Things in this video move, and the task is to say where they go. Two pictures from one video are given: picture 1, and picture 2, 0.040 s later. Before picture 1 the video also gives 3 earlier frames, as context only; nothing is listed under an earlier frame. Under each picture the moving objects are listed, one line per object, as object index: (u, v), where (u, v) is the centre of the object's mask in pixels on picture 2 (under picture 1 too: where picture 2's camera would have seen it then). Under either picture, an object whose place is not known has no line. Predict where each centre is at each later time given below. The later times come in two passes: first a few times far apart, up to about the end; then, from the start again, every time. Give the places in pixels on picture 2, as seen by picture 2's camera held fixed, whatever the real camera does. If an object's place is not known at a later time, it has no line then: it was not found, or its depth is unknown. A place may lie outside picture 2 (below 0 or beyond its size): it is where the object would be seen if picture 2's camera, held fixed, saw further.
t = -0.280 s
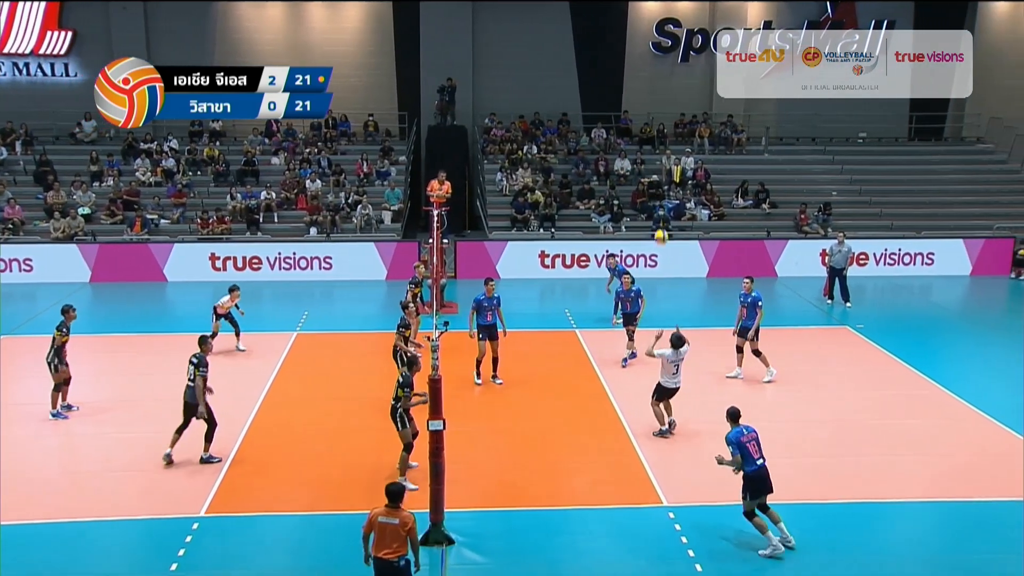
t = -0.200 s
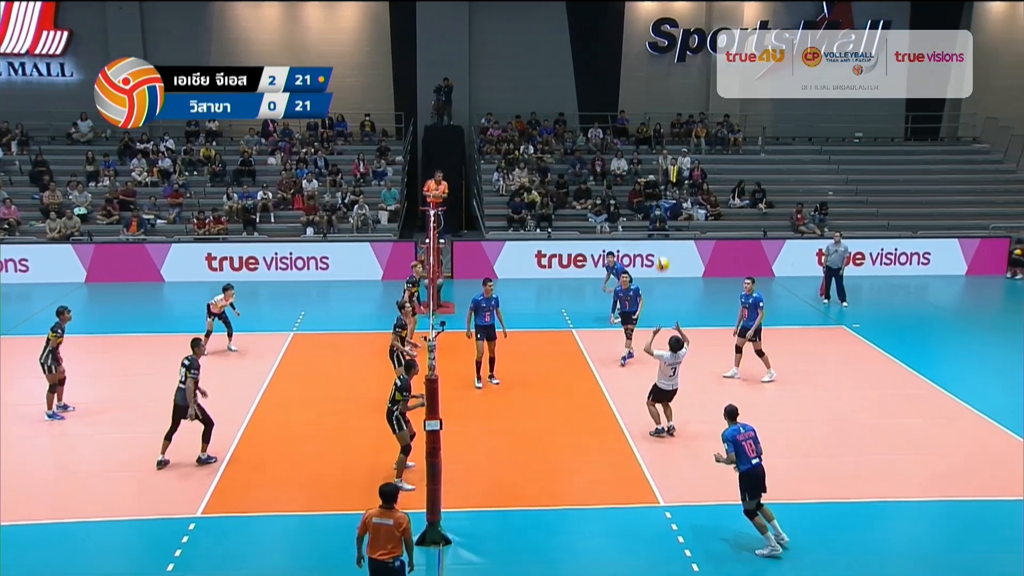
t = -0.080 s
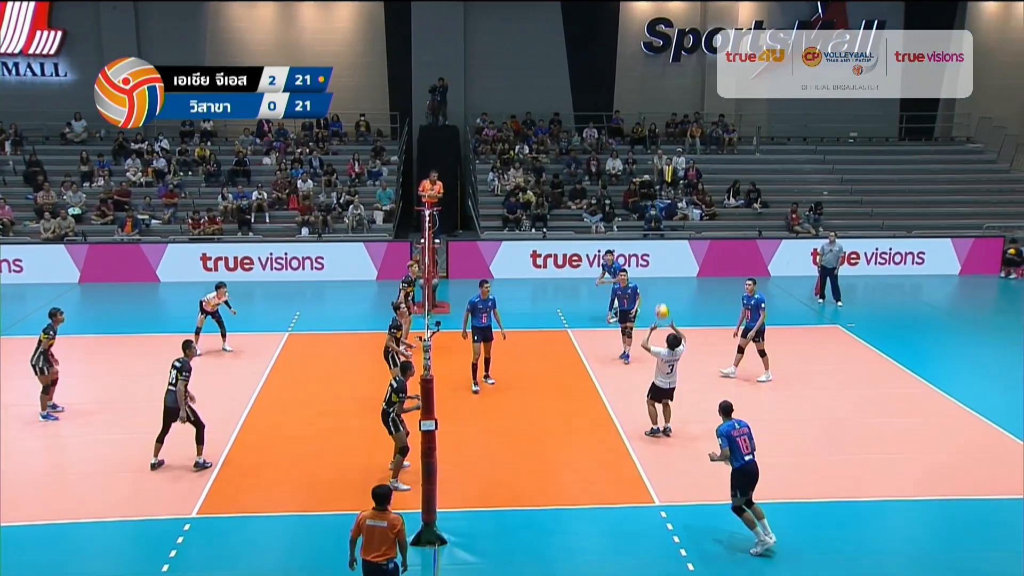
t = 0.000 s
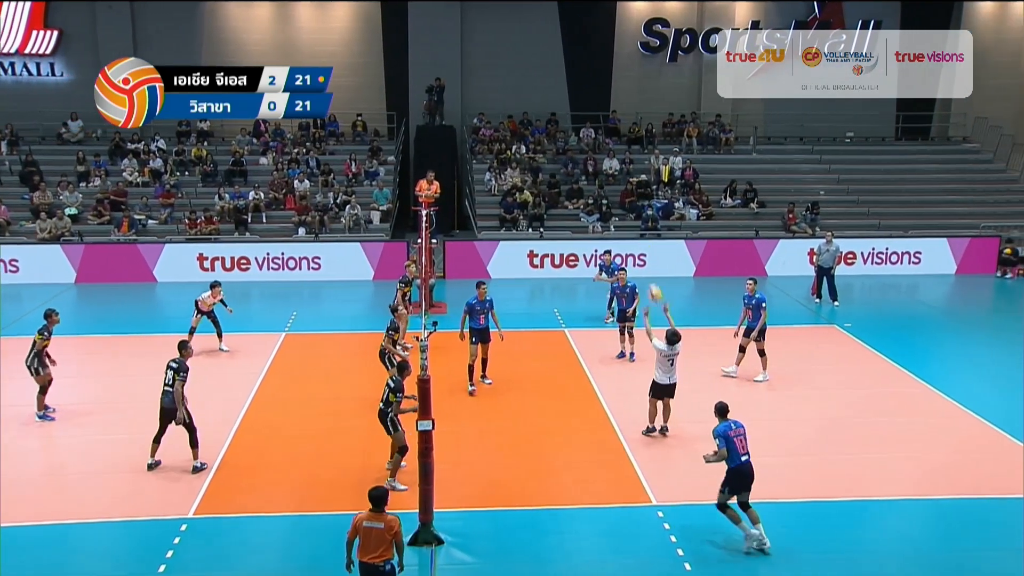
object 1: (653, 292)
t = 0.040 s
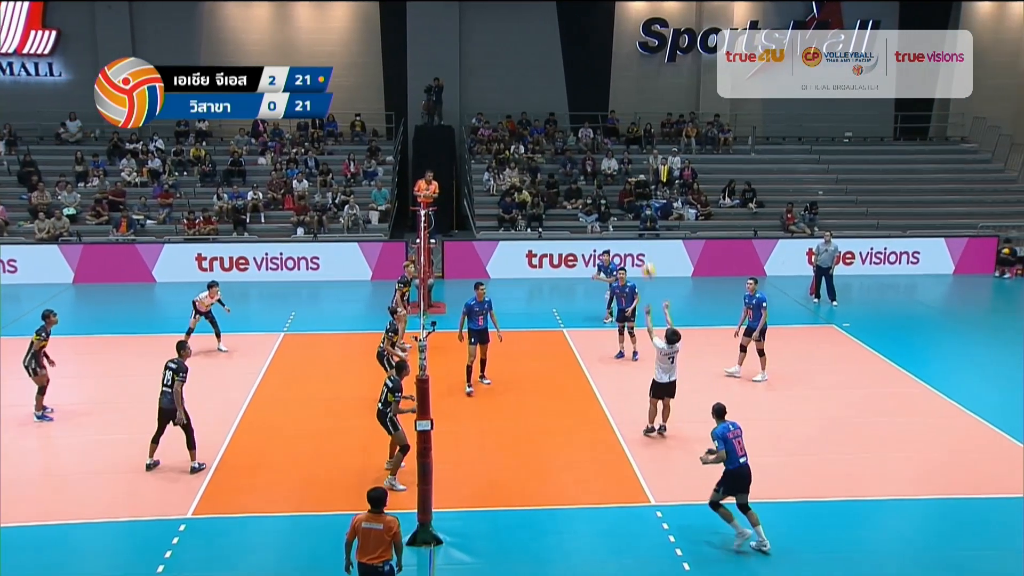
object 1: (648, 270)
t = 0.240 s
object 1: (624, 174)
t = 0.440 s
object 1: (599, 110)
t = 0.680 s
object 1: (572, 73)
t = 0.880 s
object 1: (553, 68)
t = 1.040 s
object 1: (538, 80)
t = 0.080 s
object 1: (643, 247)
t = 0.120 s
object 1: (638, 226)
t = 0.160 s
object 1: (632, 207)
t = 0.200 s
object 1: (628, 190)
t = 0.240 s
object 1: (624, 174)
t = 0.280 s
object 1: (618, 158)
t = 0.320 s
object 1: (613, 144)
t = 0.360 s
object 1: (609, 131)
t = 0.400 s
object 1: (604, 120)
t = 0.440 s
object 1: (599, 110)
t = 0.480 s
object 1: (594, 101)
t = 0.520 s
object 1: (590, 94)
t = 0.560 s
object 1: (585, 87)
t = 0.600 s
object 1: (581, 81)
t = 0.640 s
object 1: (576, 76)
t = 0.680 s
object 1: (572, 73)
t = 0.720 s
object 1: (569, 70)
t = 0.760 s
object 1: (565, 68)
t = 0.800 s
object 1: (560, 67)
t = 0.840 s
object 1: (556, 67)
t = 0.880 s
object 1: (553, 68)
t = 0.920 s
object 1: (549, 70)
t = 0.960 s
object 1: (545, 72)
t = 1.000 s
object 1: (541, 76)
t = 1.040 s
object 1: (538, 80)
